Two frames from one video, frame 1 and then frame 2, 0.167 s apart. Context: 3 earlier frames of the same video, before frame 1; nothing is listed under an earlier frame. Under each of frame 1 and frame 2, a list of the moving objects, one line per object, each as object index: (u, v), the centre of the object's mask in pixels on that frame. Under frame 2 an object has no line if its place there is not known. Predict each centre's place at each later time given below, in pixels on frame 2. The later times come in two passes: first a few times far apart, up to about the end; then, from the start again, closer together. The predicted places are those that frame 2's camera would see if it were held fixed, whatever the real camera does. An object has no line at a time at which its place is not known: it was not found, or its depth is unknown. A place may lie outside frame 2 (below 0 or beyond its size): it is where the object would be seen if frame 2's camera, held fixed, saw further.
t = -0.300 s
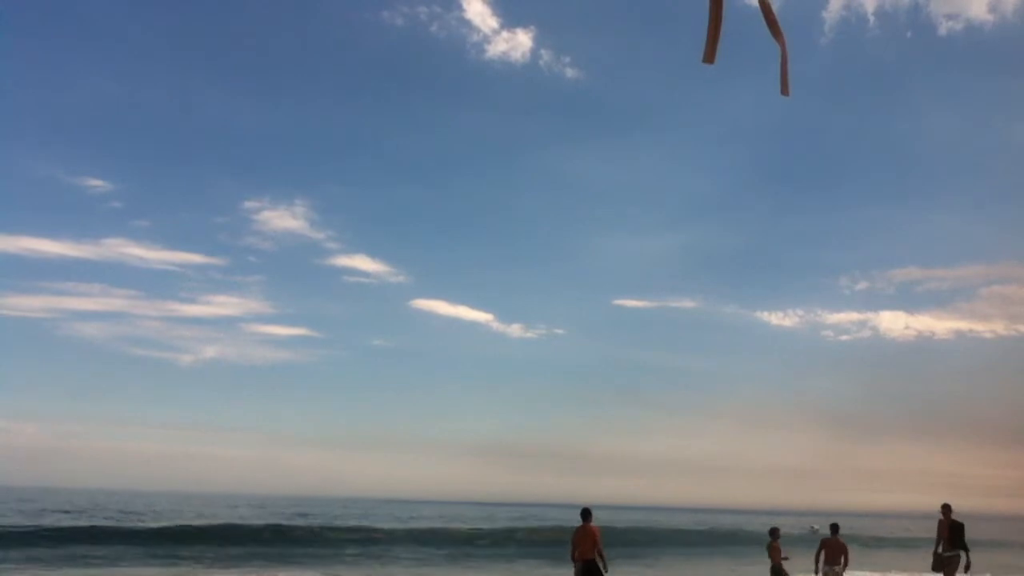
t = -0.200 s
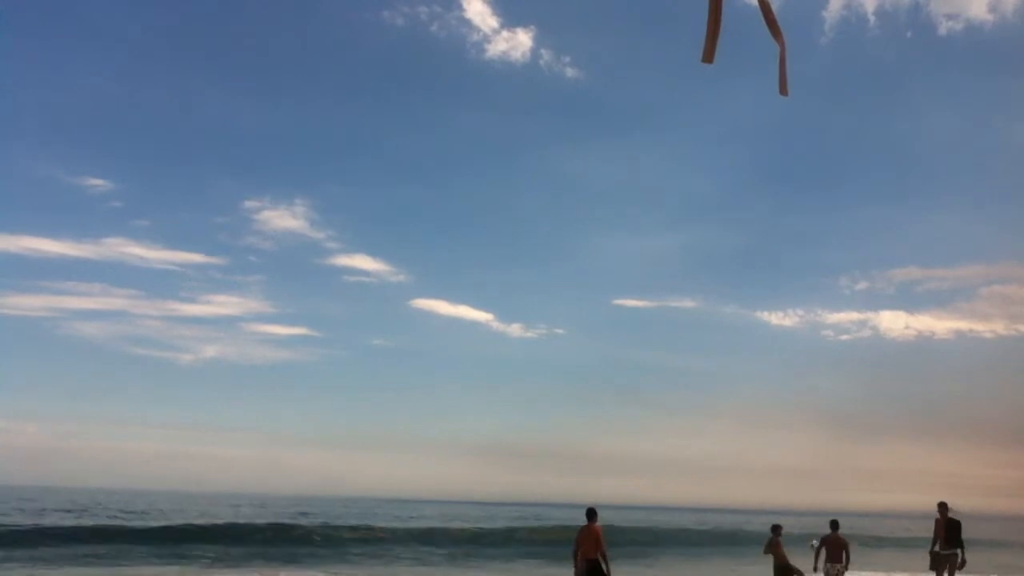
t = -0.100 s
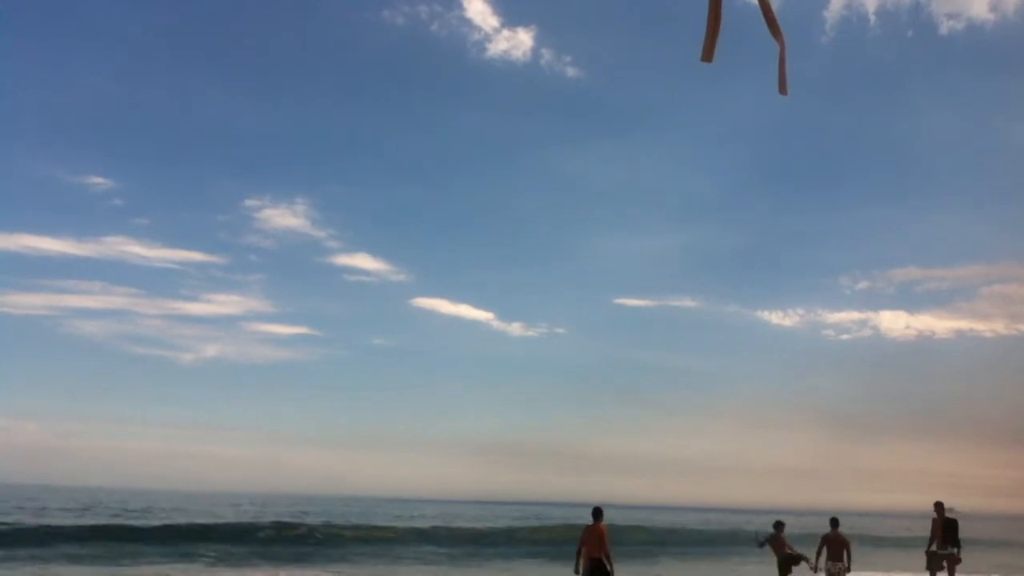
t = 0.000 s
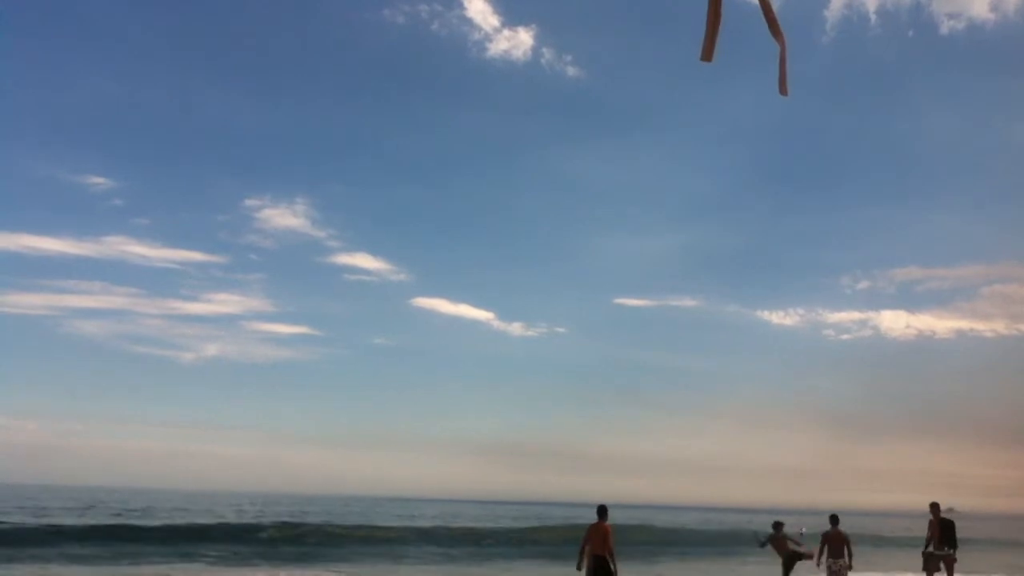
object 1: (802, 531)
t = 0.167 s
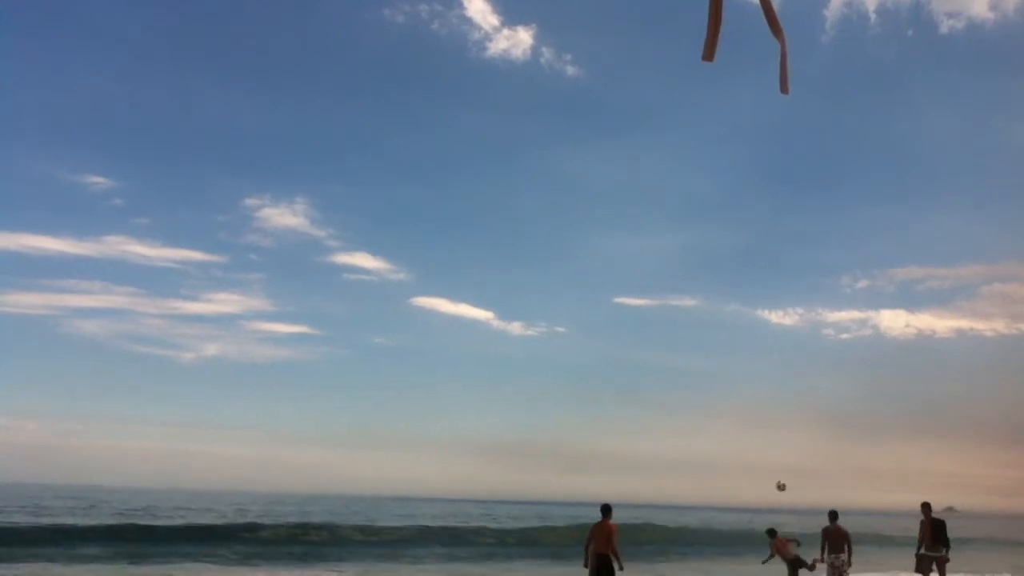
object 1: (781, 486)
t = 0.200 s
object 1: (777, 479)
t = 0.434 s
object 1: (749, 437)
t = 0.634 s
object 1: (726, 419)
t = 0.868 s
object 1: (697, 427)
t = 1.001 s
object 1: (679, 445)
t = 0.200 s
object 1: (777, 479)
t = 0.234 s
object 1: (772, 471)
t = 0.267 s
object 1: (768, 464)
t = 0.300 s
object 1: (765, 458)
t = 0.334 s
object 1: (760, 452)
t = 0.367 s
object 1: (756, 446)
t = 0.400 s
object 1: (752, 441)
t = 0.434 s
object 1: (749, 437)
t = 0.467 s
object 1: (745, 432)
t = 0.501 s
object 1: (742, 429)
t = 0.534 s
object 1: (738, 426)
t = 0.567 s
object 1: (734, 423)
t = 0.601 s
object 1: (730, 421)
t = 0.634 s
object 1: (726, 419)
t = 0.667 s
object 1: (722, 419)
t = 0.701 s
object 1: (718, 419)
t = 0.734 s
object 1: (715, 419)
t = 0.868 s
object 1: (697, 427)
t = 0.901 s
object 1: (691, 429)
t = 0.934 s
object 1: (687, 434)
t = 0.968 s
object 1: (683, 440)
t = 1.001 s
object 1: (679, 445)
